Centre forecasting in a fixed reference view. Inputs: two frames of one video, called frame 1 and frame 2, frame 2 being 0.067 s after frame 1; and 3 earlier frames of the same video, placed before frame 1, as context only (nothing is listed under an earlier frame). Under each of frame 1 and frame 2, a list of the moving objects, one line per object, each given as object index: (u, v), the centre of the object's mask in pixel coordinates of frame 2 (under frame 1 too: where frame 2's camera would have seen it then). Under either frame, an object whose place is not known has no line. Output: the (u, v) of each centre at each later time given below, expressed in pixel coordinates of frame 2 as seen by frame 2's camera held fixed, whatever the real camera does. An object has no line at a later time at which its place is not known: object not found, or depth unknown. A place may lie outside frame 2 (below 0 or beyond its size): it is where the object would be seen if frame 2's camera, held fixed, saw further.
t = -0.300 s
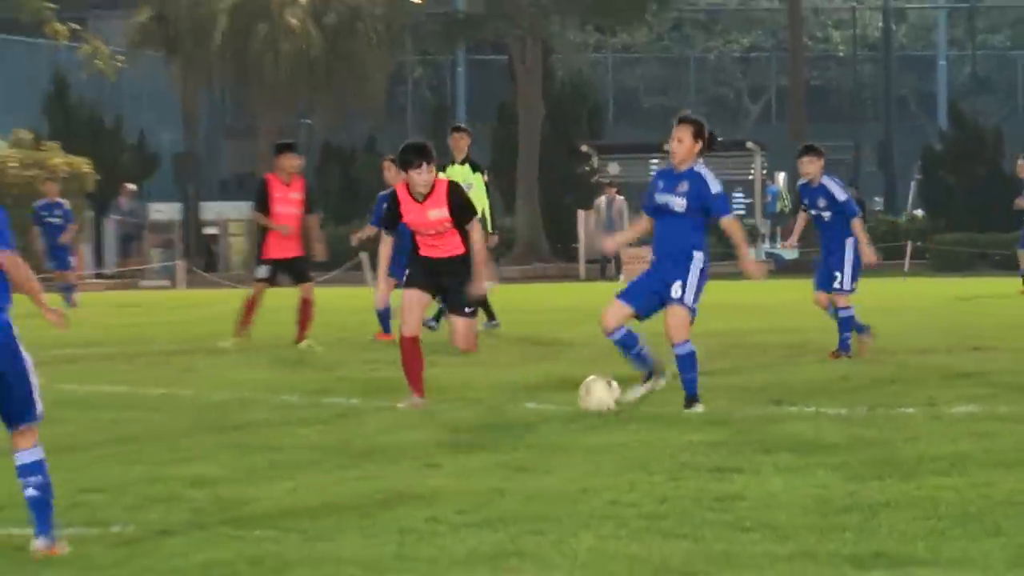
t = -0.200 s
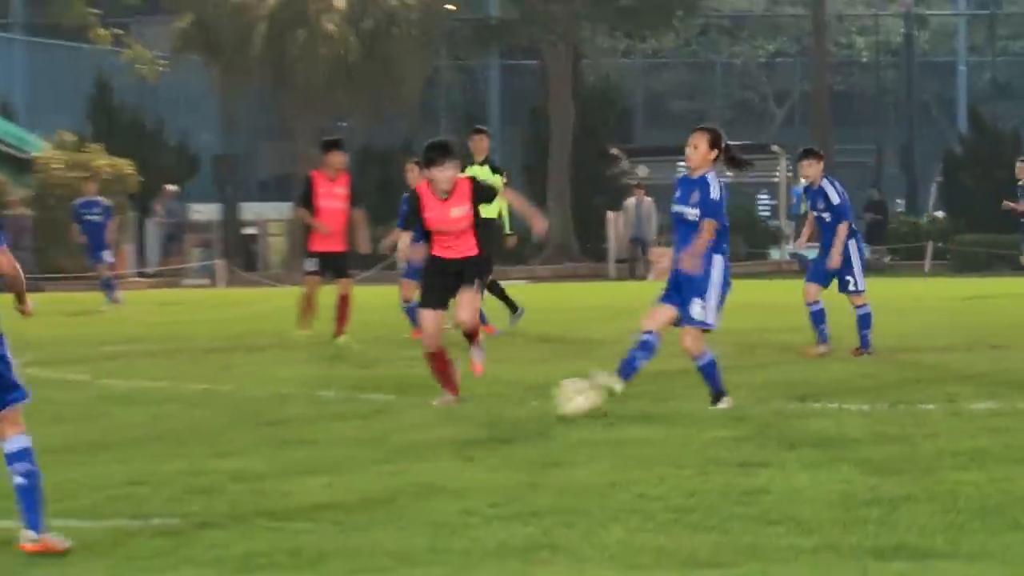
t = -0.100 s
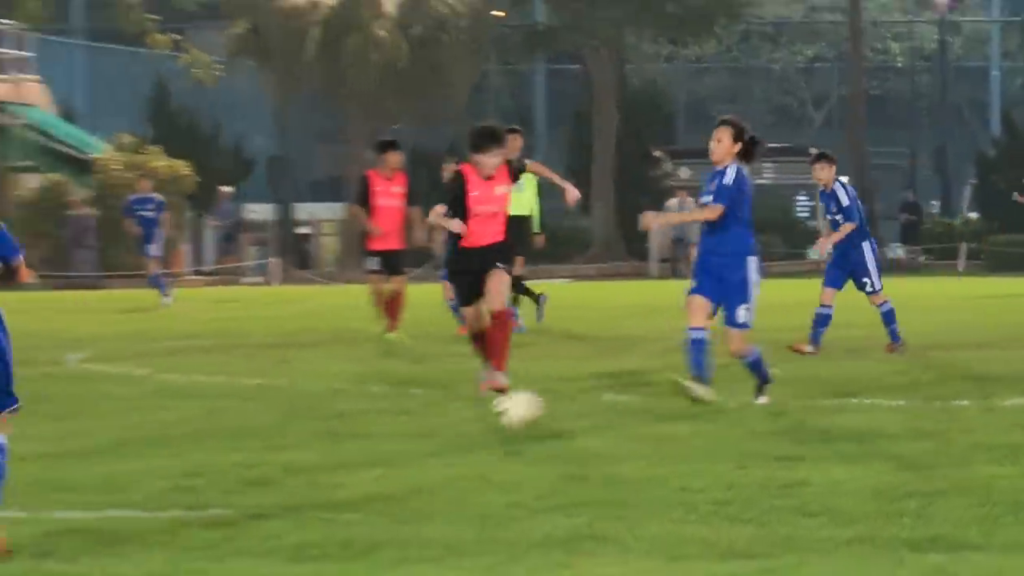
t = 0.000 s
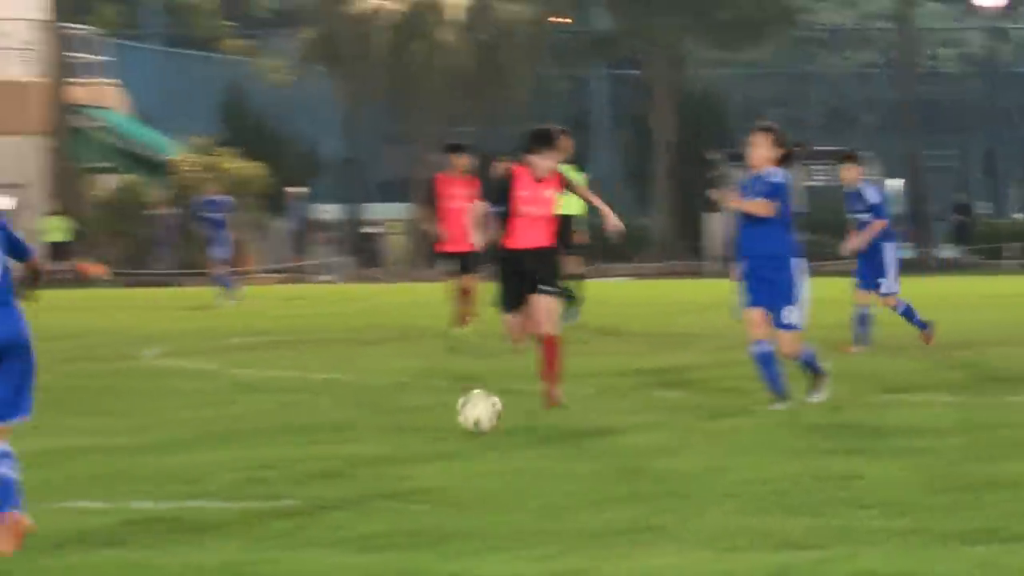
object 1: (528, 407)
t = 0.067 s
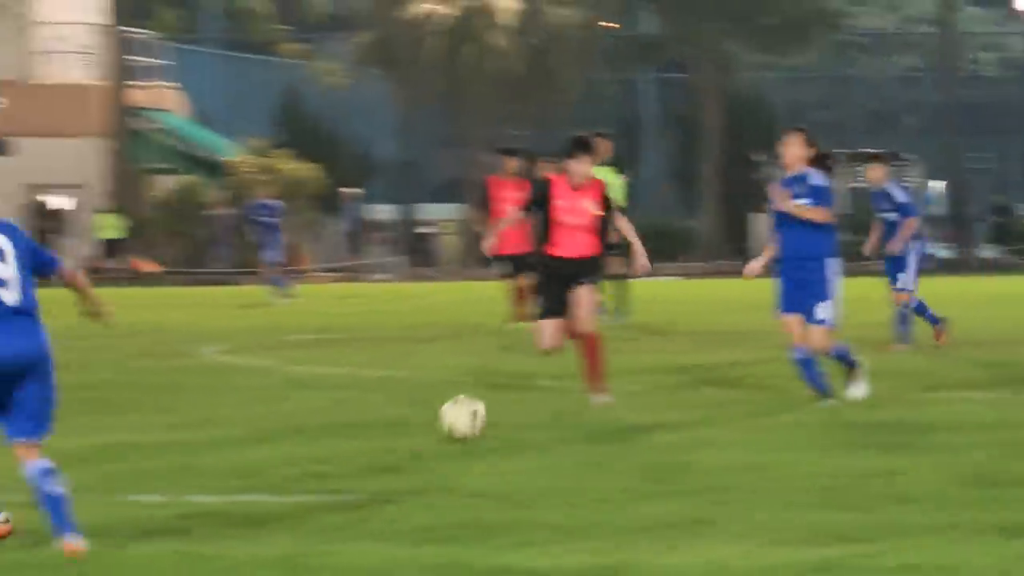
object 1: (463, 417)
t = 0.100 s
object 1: (429, 425)
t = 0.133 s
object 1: (402, 426)
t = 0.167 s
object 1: (370, 427)
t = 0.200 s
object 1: (336, 426)
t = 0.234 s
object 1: (302, 430)
